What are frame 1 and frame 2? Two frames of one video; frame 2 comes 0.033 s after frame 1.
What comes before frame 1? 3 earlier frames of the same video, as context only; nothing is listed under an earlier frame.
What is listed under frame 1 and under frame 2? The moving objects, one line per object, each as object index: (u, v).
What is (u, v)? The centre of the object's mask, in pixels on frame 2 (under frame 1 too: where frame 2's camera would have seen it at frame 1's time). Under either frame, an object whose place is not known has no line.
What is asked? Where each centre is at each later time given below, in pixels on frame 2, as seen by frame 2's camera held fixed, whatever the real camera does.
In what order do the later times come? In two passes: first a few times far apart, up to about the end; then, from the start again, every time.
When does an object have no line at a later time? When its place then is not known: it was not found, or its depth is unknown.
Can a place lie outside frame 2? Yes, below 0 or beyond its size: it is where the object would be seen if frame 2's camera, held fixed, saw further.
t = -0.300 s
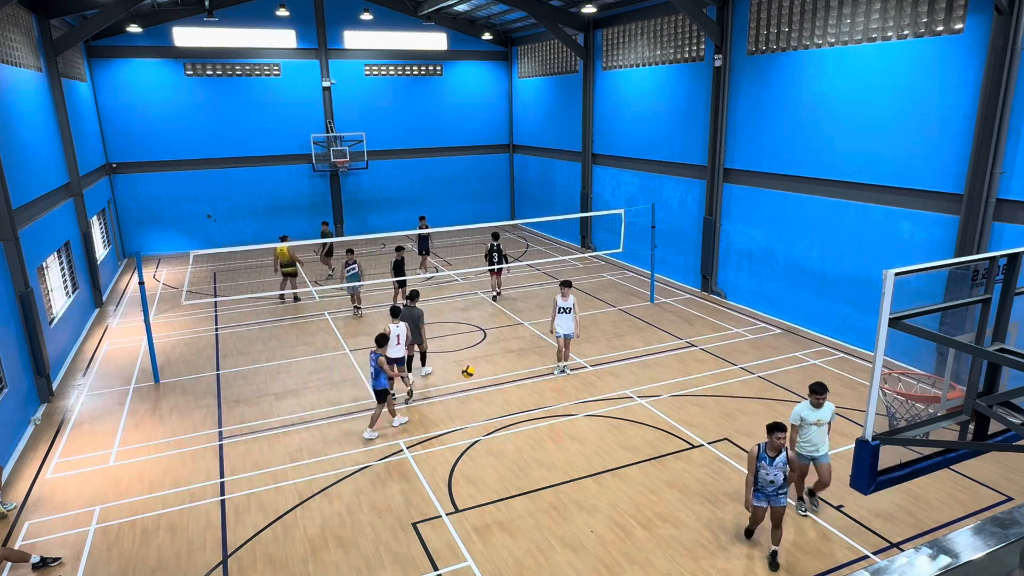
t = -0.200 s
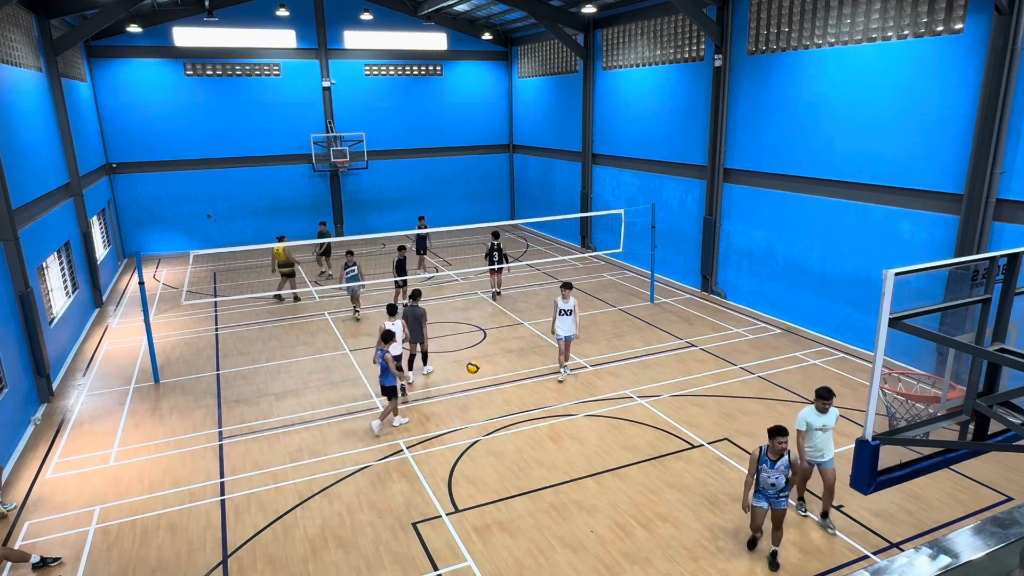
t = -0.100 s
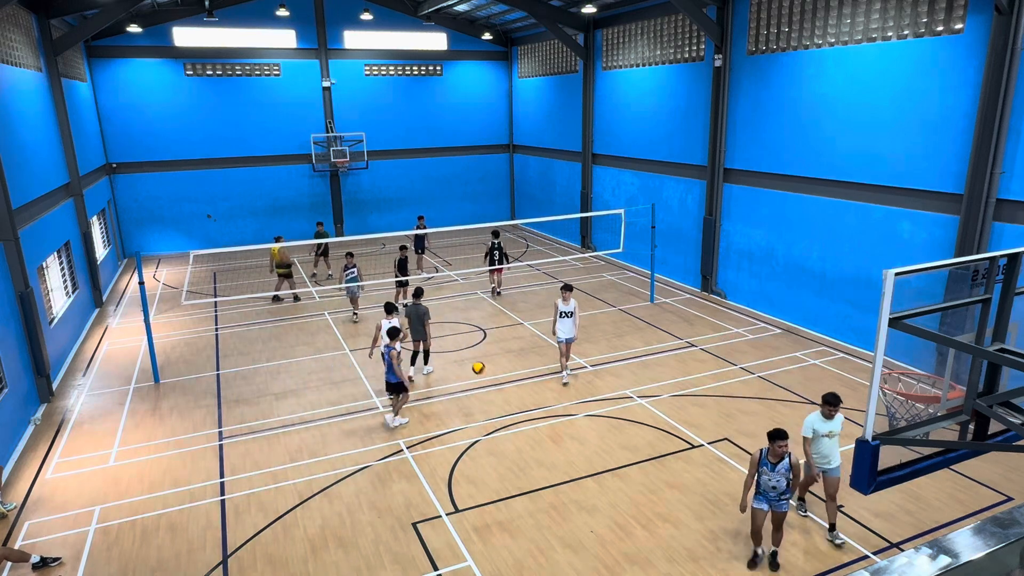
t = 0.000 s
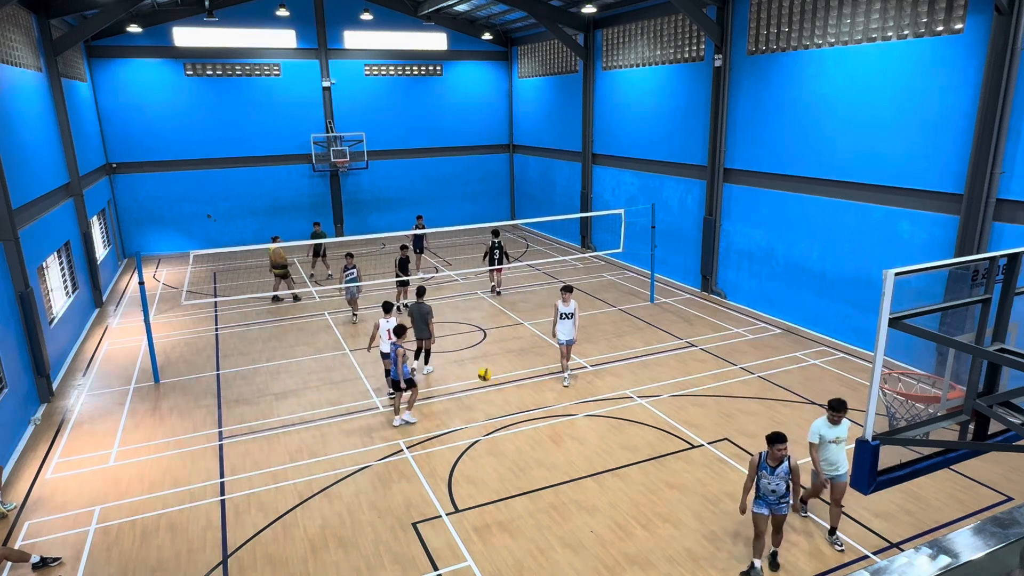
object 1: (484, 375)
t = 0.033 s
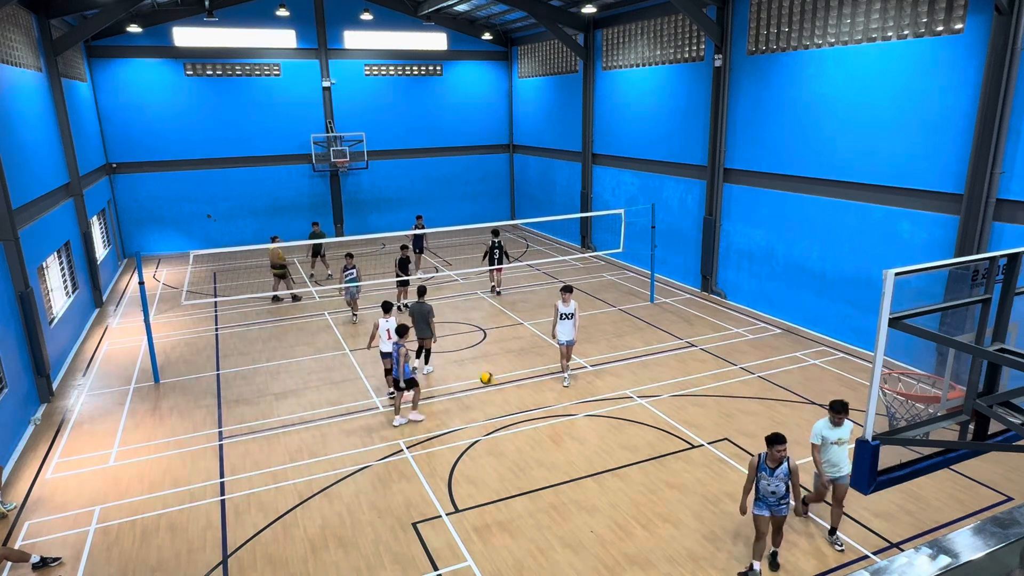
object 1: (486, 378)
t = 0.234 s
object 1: (500, 413)
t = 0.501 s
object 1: (518, 422)
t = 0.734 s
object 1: (534, 438)
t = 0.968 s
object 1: (553, 483)
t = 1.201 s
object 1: (571, 484)
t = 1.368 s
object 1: (586, 509)
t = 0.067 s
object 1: (488, 383)
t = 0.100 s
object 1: (491, 387)
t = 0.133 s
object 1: (493, 393)
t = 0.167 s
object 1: (495, 399)
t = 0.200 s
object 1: (497, 407)
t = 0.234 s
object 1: (500, 413)
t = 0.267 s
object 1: (503, 422)
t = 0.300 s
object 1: (504, 433)
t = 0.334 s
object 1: (506, 432)
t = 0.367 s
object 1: (509, 429)
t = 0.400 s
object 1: (511, 426)
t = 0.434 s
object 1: (513, 424)
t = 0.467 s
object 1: (515, 423)
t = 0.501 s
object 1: (518, 422)
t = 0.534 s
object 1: (520, 423)
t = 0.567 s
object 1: (522, 423)
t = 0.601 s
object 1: (524, 425)
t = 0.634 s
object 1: (527, 427)
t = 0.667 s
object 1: (529, 430)
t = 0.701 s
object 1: (532, 434)
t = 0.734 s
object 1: (534, 438)
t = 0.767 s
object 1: (537, 444)
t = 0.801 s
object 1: (539, 449)
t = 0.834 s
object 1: (542, 456)
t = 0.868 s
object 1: (544, 464)
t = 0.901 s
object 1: (547, 472)
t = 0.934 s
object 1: (551, 483)
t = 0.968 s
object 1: (553, 483)
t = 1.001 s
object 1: (555, 481)
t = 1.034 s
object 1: (558, 480)
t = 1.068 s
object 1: (561, 479)
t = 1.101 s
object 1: (563, 479)
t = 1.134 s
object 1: (566, 480)
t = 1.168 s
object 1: (568, 482)
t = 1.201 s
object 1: (571, 484)
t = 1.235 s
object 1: (574, 487)
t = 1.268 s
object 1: (577, 491)
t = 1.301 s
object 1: (579, 496)
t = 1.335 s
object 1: (582, 502)
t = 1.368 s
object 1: (586, 509)
